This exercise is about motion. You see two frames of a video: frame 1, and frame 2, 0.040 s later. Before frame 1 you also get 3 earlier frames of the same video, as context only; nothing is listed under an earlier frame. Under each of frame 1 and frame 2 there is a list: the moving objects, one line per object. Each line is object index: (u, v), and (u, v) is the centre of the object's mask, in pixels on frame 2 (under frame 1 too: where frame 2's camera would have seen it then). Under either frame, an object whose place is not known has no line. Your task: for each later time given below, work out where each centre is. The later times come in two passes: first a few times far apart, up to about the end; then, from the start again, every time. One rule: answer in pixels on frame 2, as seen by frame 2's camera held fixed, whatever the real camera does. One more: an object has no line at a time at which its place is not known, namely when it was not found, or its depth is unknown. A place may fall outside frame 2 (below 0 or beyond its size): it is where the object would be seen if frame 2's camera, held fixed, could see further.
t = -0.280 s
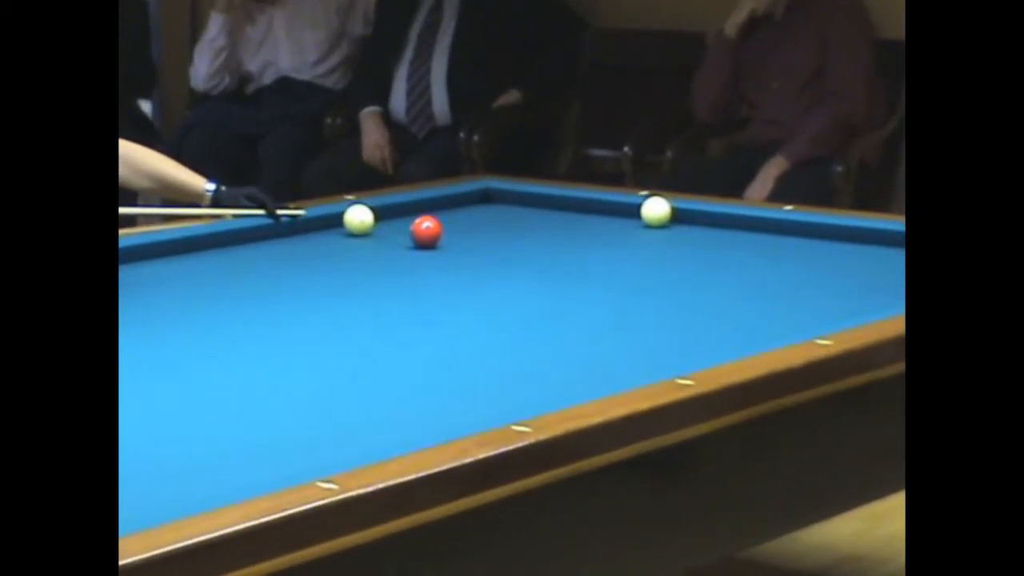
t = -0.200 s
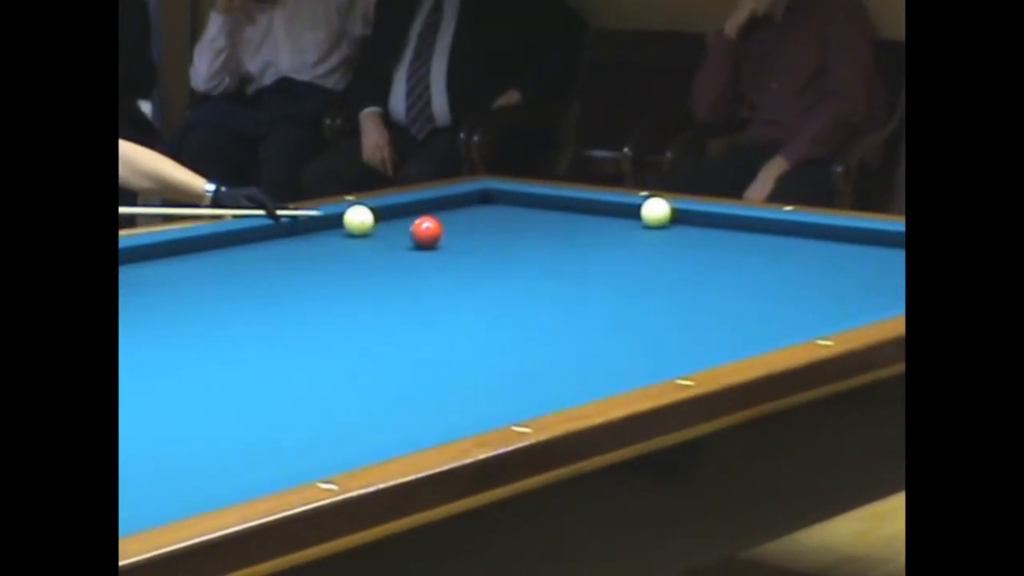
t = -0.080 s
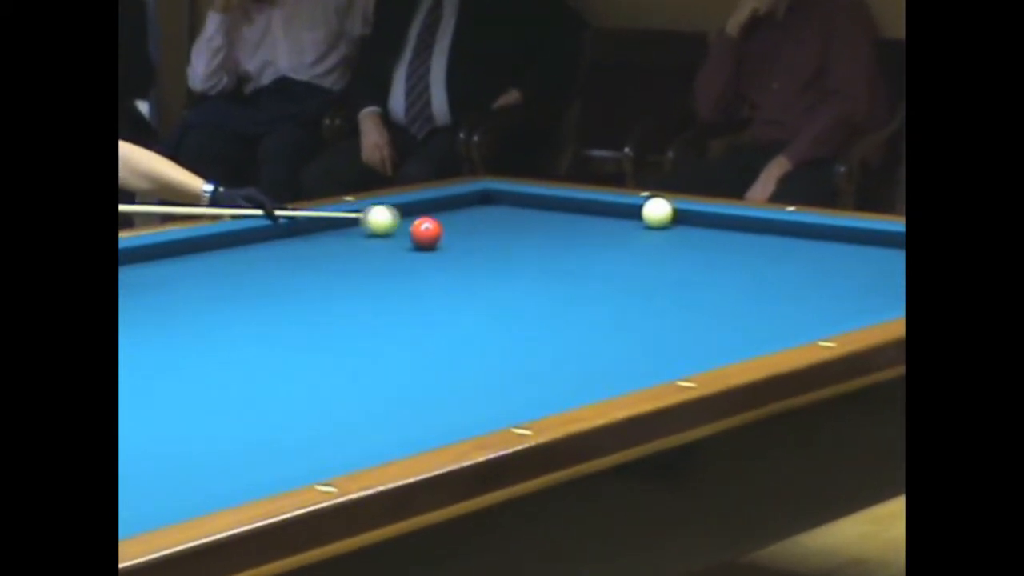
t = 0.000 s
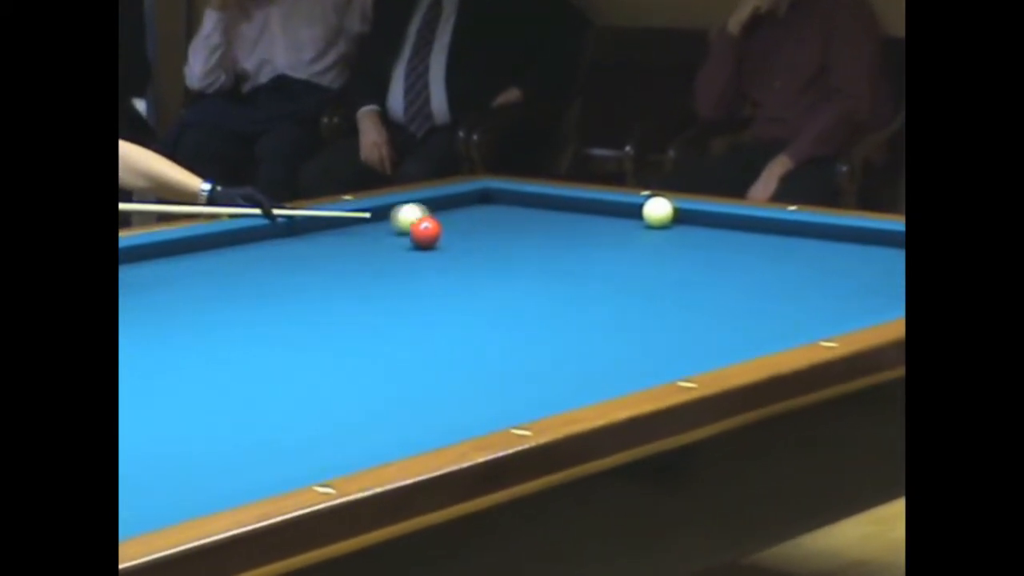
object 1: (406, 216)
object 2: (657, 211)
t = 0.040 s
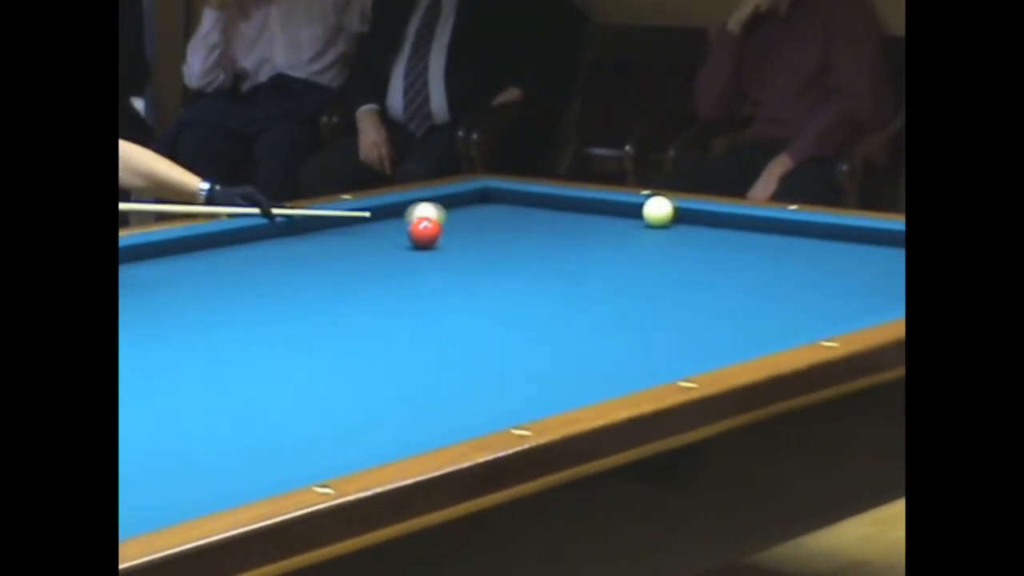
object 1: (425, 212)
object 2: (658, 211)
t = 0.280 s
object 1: (520, 214)
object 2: (661, 211)
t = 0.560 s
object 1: (625, 210)
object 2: (662, 211)
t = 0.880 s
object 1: (620, 209)
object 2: (716, 215)
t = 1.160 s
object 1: (592, 211)
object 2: (750, 220)
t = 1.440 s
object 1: (563, 214)
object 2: (782, 225)
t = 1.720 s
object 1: (536, 216)
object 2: (812, 231)
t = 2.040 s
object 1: (507, 218)
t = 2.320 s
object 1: (485, 220)
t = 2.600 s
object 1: (464, 222)
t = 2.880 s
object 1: (446, 223)
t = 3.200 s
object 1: (424, 216)
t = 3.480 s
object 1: (401, 225)
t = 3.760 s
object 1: (391, 228)
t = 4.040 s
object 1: (379, 229)
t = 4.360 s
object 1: (366, 230)
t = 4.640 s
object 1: (357, 231)
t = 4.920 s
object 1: (349, 232)
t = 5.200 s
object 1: (343, 232)
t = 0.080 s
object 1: (444, 214)
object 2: (659, 211)
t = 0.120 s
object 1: (458, 215)
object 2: (659, 211)
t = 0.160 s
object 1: (473, 215)
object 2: (659, 211)
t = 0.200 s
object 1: (489, 215)
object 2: (660, 211)
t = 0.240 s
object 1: (505, 214)
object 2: (660, 211)
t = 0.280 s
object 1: (520, 214)
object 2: (661, 211)
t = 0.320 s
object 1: (535, 213)
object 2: (661, 211)
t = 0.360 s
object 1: (551, 213)
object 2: (661, 211)
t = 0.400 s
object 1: (566, 212)
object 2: (662, 211)
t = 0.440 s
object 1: (581, 212)
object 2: (662, 211)
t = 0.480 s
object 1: (596, 211)
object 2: (662, 211)
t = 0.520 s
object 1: (611, 210)
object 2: (662, 211)
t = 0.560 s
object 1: (625, 210)
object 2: (662, 211)
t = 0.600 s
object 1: (635, 209)
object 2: (669, 211)
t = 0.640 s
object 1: (638, 208)
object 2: (679, 212)
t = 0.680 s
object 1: (642, 207)
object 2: (687, 212)
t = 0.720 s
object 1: (638, 208)
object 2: (695, 213)
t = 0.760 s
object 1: (633, 208)
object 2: (701, 214)
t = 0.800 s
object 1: (629, 208)
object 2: (707, 214)
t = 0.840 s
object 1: (625, 208)
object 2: (711, 215)
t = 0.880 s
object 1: (620, 209)
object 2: (716, 215)
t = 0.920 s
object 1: (616, 209)
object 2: (721, 216)
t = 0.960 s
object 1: (612, 209)
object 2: (725, 217)
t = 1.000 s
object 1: (607, 210)
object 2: (730, 218)
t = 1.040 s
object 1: (603, 210)
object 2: (735, 219)
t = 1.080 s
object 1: (600, 211)
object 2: (740, 219)
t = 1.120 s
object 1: (596, 211)
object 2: (746, 220)
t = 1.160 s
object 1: (592, 211)
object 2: (750, 220)
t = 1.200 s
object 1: (587, 212)
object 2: (755, 221)
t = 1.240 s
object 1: (584, 212)
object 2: (759, 222)
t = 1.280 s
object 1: (579, 212)
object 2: (764, 223)
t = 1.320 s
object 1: (575, 213)
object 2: (768, 223)
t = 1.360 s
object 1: (571, 213)
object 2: (773, 224)
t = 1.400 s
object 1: (567, 213)
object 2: (777, 225)
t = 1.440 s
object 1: (563, 214)
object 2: (782, 225)
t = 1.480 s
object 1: (558, 214)
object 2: (785, 226)
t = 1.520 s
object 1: (554, 214)
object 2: (789, 227)
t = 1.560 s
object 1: (549, 215)
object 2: (793, 228)
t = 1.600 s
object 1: (545, 215)
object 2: (797, 228)
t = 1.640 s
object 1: (542, 216)
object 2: (802, 230)
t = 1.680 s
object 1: (539, 216)
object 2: (807, 230)
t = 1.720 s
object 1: (536, 216)
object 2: (812, 231)
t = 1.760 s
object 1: (532, 216)
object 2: (817, 231)
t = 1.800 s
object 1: (528, 216)
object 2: (821, 232)
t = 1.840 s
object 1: (524, 217)
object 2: (825, 233)
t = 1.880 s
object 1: (521, 217)
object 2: (830, 234)
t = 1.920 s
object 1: (517, 218)
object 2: (834, 235)
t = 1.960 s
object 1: (514, 218)
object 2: (839, 235)
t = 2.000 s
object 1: (511, 218)
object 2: (844, 236)
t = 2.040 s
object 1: (507, 218)
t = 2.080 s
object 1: (504, 219)
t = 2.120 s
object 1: (500, 219)
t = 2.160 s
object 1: (497, 219)
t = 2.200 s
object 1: (494, 220)
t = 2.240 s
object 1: (491, 220)
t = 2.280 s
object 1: (488, 220)
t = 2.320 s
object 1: (485, 220)
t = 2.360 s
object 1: (482, 221)
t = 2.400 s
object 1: (478, 221)
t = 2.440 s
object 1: (475, 221)
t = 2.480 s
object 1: (473, 221)
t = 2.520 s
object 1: (470, 222)
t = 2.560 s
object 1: (466, 222)
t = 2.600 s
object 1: (464, 222)
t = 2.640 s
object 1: (461, 222)
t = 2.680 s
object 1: (458, 223)
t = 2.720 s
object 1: (455, 223)
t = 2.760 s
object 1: (452, 223)
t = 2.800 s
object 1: (450, 223)
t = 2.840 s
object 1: (448, 223)
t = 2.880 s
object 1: (446, 223)
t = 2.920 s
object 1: (444, 223)
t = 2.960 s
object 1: (442, 222)
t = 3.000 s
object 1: (440, 222)
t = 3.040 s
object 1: (438, 221)
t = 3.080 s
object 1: (436, 220)
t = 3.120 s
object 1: (433, 219)
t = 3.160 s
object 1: (429, 217)
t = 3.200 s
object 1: (424, 216)
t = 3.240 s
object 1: (418, 216)
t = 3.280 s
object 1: (414, 218)
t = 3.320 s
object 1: (410, 219)
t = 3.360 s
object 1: (407, 221)
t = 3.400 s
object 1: (404, 222)
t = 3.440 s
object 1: (402, 224)
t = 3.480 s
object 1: (401, 225)
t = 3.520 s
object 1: (400, 225)
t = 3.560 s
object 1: (399, 225)
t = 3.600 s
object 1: (398, 226)
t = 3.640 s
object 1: (396, 227)
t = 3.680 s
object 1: (394, 227)
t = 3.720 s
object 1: (393, 227)
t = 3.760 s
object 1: (391, 228)
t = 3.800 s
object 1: (389, 228)
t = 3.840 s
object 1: (388, 228)
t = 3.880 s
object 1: (386, 228)
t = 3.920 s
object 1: (384, 228)
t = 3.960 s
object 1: (383, 228)
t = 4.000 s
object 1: (380, 229)
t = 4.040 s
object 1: (379, 229)
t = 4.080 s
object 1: (377, 229)
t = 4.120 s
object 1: (376, 229)
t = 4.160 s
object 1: (374, 229)
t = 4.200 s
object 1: (372, 229)
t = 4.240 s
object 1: (370, 230)
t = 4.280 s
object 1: (369, 230)
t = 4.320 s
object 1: (368, 230)
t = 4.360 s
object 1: (366, 230)
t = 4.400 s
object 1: (365, 230)
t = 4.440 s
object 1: (363, 230)
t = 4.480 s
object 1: (362, 231)
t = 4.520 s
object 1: (361, 230)
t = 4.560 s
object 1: (360, 231)
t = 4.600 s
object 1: (358, 231)
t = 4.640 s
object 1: (357, 231)
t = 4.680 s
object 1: (356, 231)
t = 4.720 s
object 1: (354, 231)
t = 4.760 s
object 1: (353, 231)
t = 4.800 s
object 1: (352, 231)
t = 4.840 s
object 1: (351, 232)
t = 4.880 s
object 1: (350, 232)
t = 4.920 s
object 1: (349, 232)
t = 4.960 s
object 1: (348, 232)
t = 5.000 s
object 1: (347, 232)
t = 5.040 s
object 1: (346, 232)
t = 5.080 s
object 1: (345, 232)
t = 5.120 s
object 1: (345, 232)
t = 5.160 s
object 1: (344, 232)
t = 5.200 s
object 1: (343, 232)
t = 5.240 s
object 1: (342, 232)
